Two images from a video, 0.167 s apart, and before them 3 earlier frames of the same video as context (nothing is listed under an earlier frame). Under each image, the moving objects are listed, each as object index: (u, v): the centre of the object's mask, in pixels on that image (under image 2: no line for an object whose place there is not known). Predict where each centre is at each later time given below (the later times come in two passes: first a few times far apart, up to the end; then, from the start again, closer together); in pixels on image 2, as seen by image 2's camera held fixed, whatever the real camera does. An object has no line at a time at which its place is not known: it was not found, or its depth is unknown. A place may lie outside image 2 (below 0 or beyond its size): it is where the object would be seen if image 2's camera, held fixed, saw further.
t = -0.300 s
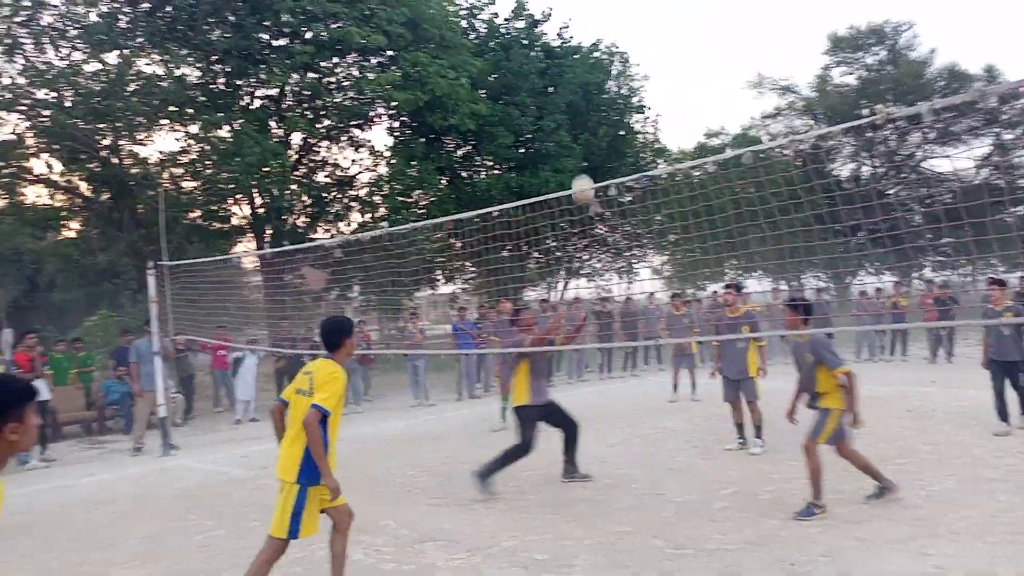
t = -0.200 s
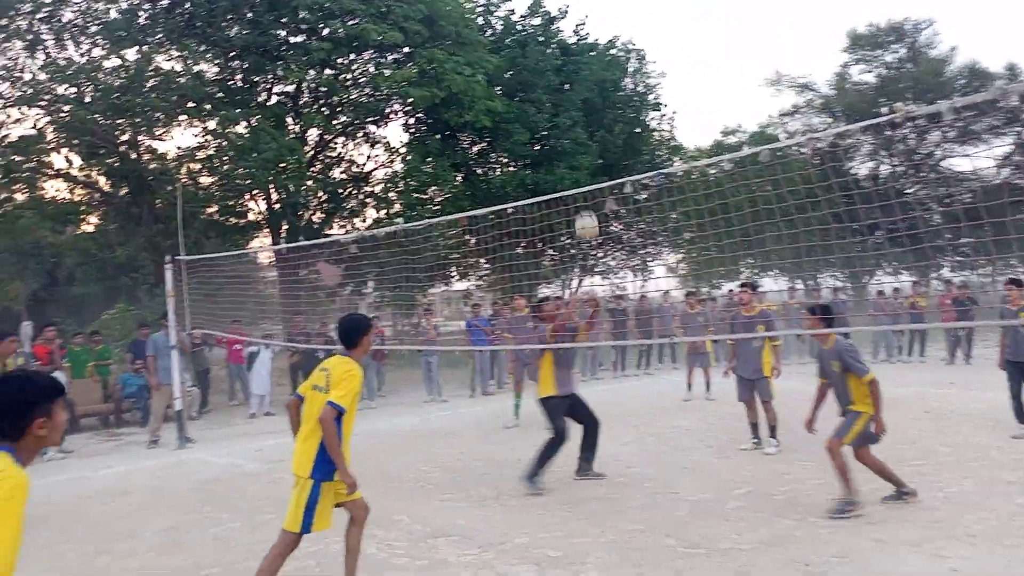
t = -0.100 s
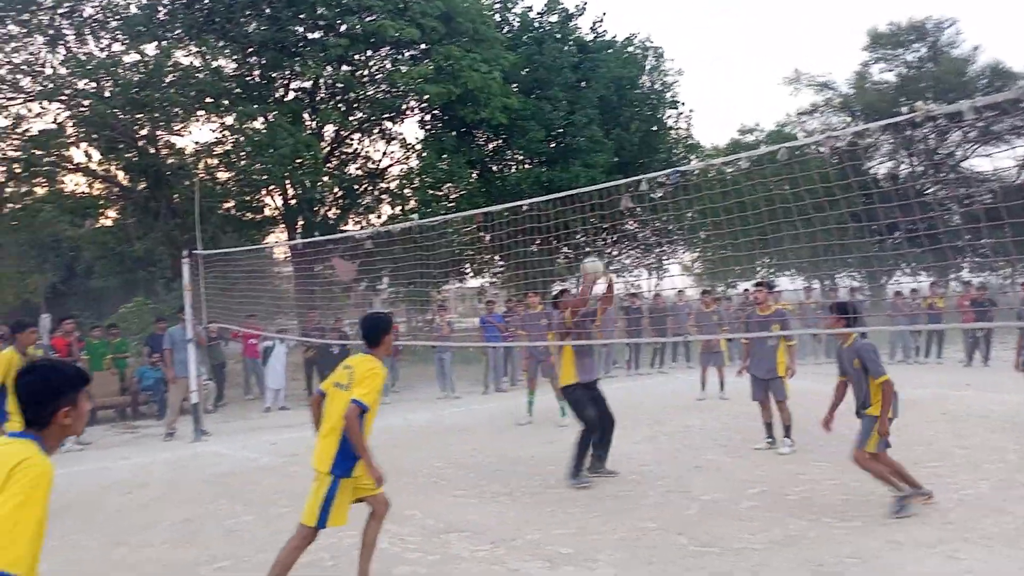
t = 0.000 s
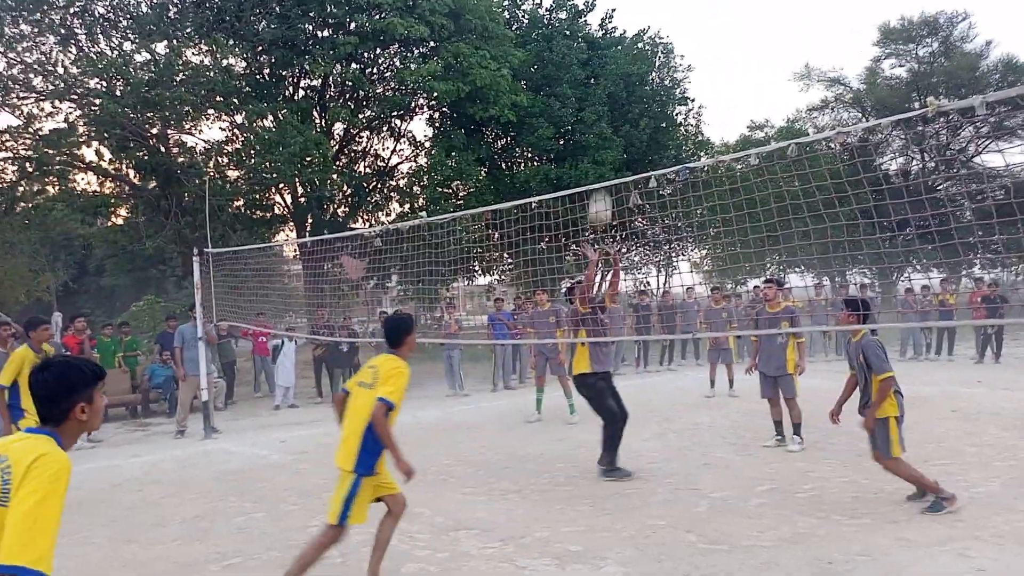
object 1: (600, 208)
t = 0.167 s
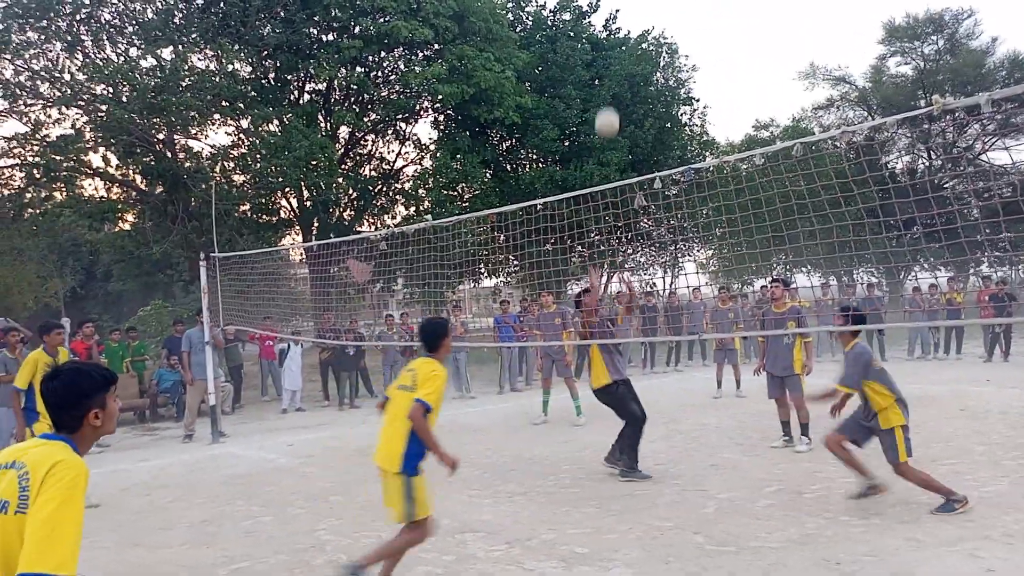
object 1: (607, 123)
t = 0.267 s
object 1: (609, 83)
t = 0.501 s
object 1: (616, 32)
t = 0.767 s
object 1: (628, 52)
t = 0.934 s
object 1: (638, 116)
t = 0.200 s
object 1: (608, 109)
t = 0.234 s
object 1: (608, 95)
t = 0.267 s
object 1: (609, 83)
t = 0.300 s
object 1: (610, 71)
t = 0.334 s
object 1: (611, 62)
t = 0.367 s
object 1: (612, 54)
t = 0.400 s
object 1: (613, 47)
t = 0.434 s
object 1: (613, 41)
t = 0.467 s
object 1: (614, 36)
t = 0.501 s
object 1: (616, 32)
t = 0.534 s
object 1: (617, 30)
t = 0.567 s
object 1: (618, 29)
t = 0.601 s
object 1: (618, 30)
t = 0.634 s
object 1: (621, 31)
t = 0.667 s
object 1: (622, 34)
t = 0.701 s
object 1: (624, 39)
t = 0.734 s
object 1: (625, 45)
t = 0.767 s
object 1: (628, 52)
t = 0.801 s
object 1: (630, 60)
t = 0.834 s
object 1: (632, 72)
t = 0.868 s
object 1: (634, 85)
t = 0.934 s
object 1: (638, 116)
